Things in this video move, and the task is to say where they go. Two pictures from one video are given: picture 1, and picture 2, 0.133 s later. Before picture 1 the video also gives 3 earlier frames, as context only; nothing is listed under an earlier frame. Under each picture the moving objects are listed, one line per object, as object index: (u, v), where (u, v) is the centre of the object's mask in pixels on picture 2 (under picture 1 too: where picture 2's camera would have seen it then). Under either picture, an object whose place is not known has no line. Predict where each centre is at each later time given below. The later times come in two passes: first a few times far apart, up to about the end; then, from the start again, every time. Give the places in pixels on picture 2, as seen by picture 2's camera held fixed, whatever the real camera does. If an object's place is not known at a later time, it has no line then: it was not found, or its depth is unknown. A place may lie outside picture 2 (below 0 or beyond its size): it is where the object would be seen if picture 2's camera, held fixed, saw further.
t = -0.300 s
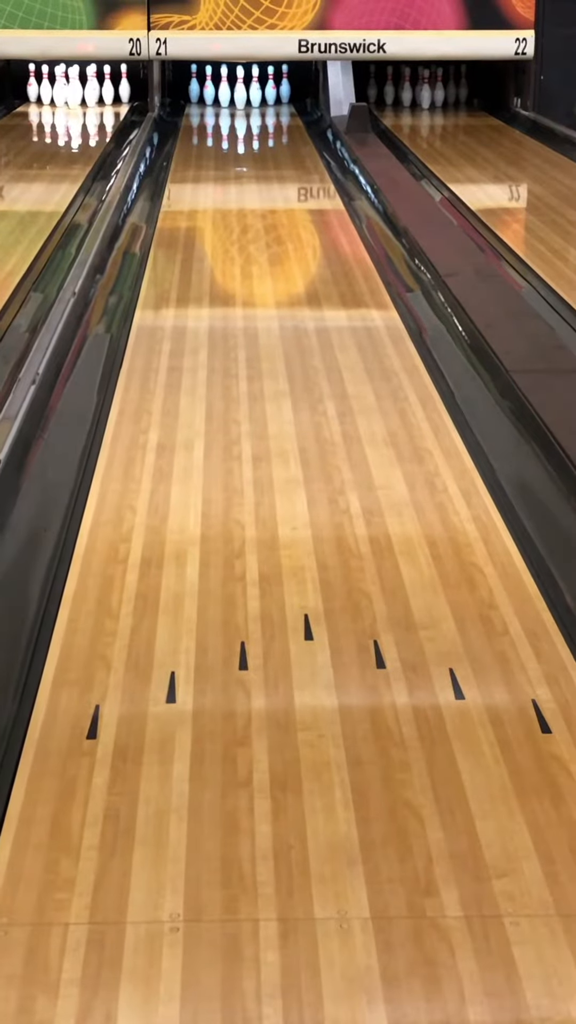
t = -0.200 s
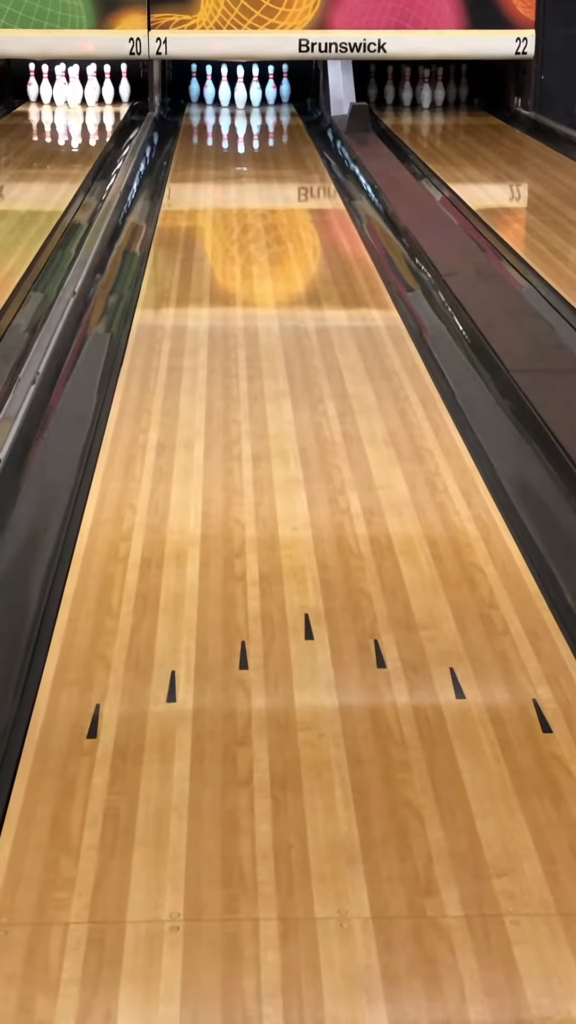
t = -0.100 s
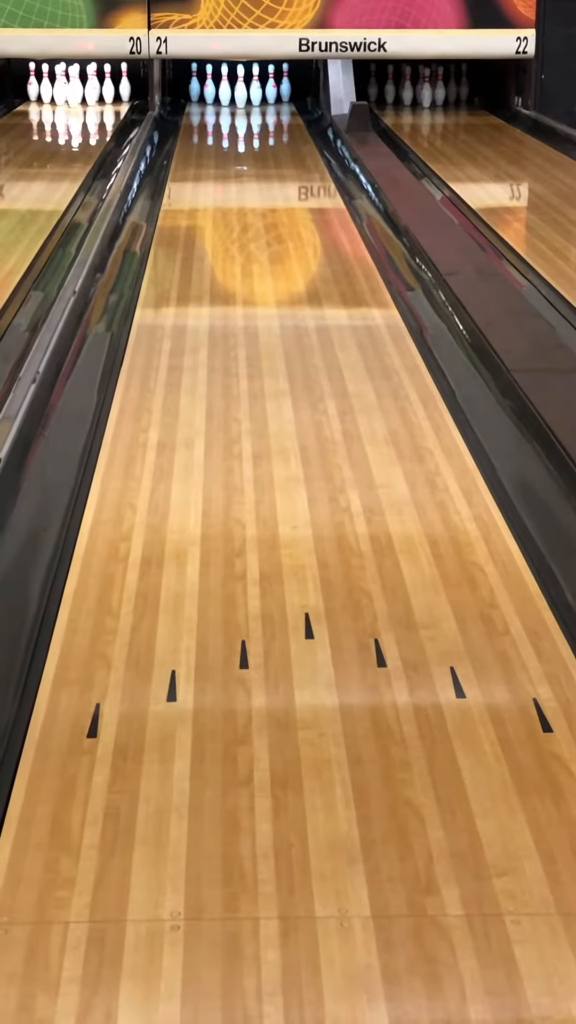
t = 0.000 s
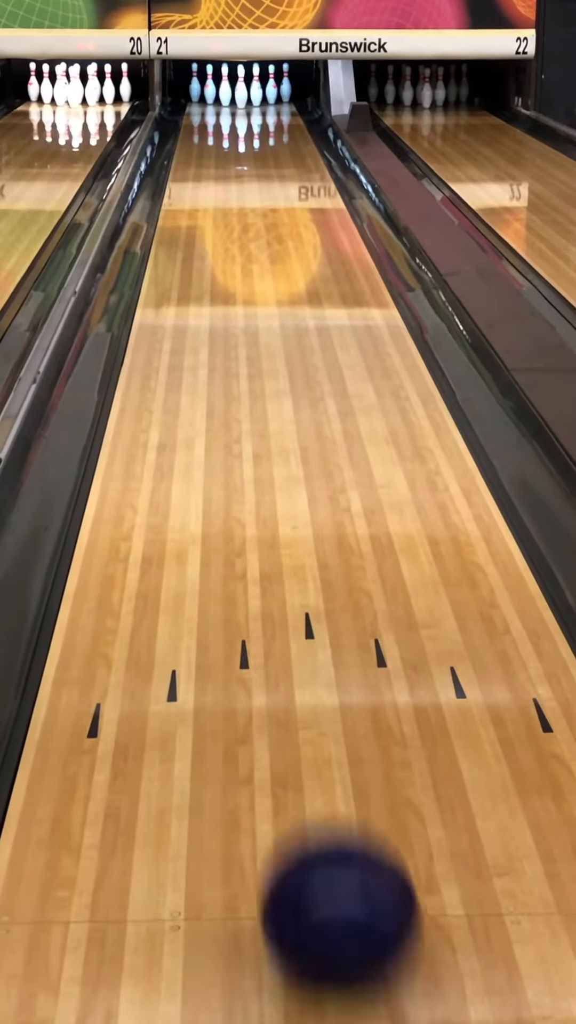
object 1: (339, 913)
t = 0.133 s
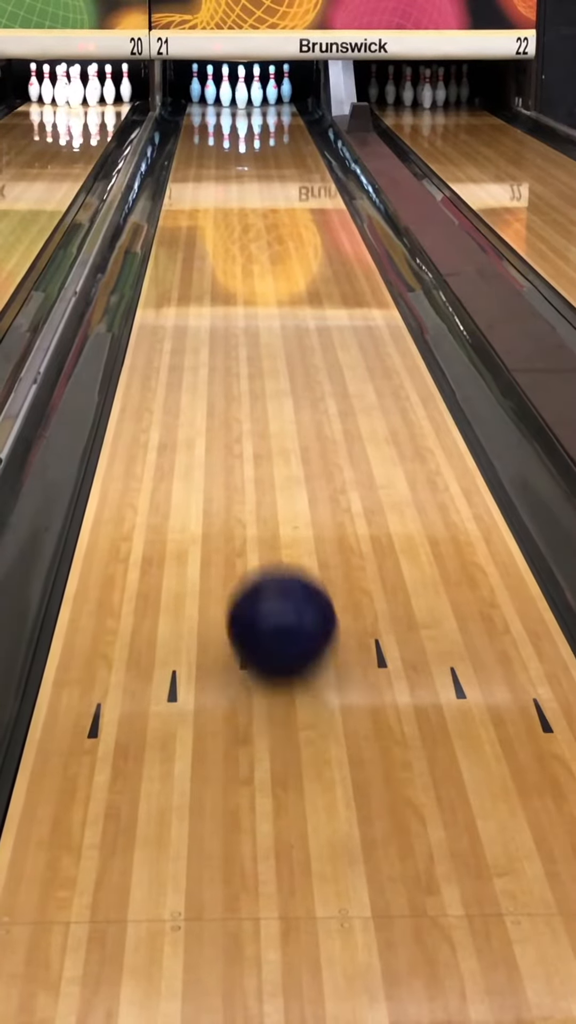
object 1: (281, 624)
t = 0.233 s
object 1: (258, 502)
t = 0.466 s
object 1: (227, 343)
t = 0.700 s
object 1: (212, 257)
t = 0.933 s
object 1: (204, 203)
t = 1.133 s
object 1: (201, 171)
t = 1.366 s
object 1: (203, 144)
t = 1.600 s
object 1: (210, 124)
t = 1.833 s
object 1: (222, 109)
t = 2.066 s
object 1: (232, 97)
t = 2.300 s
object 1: (235, 93)
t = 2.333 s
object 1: (236, 92)
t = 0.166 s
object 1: (272, 576)
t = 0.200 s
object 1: (264, 537)
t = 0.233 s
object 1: (258, 502)
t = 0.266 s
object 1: (252, 472)
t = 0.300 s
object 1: (246, 445)
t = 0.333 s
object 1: (242, 420)
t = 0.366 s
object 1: (237, 398)
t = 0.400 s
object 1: (234, 378)
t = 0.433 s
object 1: (230, 360)
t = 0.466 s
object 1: (227, 343)
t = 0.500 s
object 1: (224, 329)
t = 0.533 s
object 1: (222, 314)
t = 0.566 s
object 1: (220, 301)
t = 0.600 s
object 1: (218, 289)
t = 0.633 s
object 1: (216, 278)
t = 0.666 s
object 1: (214, 267)
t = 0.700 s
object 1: (212, 257)
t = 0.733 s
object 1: (211, 248)
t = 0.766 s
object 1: (209, 239)
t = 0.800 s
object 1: (208, 231)
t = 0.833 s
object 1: (207, 223)
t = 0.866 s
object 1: (206, 216)
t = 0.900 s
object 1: (205, 209)
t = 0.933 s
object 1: (204, 203)
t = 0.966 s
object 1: (204, 197)
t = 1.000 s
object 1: (203, 191)
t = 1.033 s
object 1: (203, 186)
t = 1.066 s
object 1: (202, 181)
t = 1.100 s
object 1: (202, 176)
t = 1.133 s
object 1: (201, 171)
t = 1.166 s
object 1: (201, 167)
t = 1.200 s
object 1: (201, 163)
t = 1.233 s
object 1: (201, 158)
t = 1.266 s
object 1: (201, 155)
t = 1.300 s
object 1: (202, 151)
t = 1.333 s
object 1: (202, 147)
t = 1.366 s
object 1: (203, 144)
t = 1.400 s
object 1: (204, 140)
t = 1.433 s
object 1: (205, 137)
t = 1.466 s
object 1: (205, 134)
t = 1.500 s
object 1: (206, 132)
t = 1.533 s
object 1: (207, 129)
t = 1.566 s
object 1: (208, 126)
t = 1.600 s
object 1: (210, 124)
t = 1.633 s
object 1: (211, 122)
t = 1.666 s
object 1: (213, 119)
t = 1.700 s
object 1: (214, 117)
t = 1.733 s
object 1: (216, 115)
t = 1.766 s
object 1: (218, 113)
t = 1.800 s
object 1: (220, 110)
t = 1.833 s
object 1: (222, 109)
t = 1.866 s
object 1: (223, 107)
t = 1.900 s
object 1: (225, 105)
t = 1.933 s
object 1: (227, 104)
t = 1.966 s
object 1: (230, 102)
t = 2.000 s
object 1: (232, 100)
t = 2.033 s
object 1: (233, 99)
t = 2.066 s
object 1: (232, 97)
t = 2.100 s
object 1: (232, 96)
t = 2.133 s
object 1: (233, 96)
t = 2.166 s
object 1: (234, 95)
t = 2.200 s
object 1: (234, 95)
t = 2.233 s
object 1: (234, 94)
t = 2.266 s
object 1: (235, 94)
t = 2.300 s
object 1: (235, 93)
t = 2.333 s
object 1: (236, 92)
